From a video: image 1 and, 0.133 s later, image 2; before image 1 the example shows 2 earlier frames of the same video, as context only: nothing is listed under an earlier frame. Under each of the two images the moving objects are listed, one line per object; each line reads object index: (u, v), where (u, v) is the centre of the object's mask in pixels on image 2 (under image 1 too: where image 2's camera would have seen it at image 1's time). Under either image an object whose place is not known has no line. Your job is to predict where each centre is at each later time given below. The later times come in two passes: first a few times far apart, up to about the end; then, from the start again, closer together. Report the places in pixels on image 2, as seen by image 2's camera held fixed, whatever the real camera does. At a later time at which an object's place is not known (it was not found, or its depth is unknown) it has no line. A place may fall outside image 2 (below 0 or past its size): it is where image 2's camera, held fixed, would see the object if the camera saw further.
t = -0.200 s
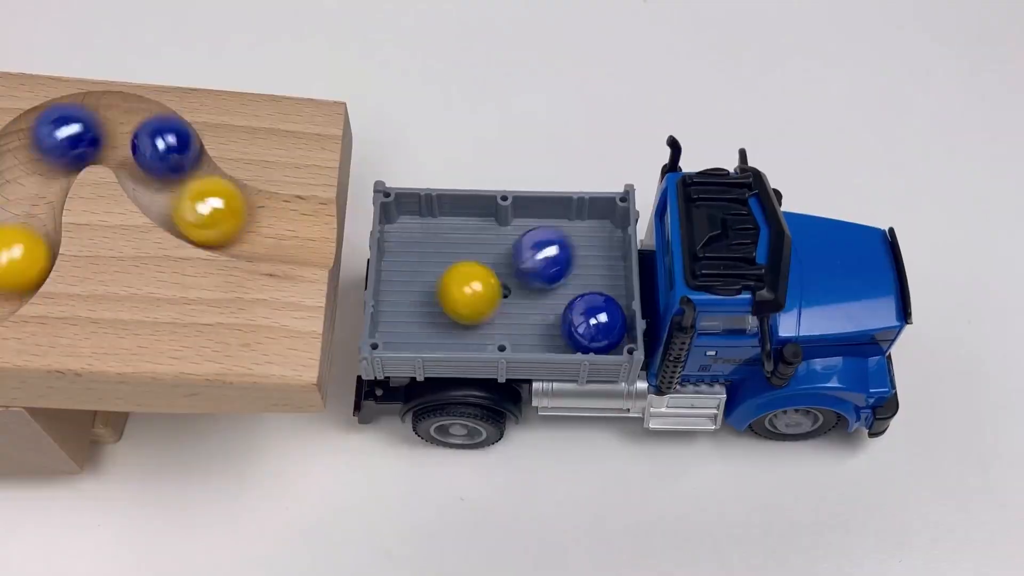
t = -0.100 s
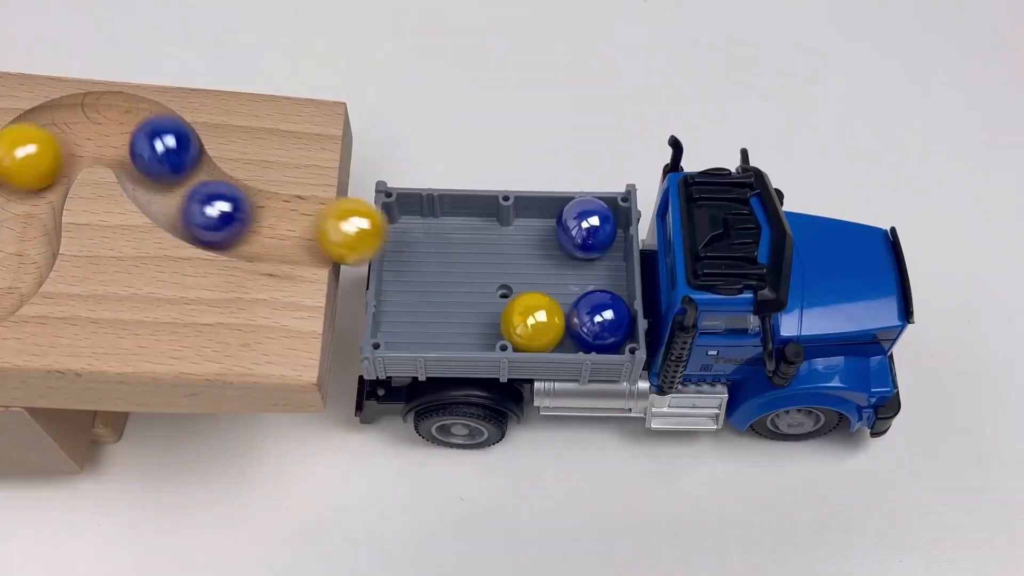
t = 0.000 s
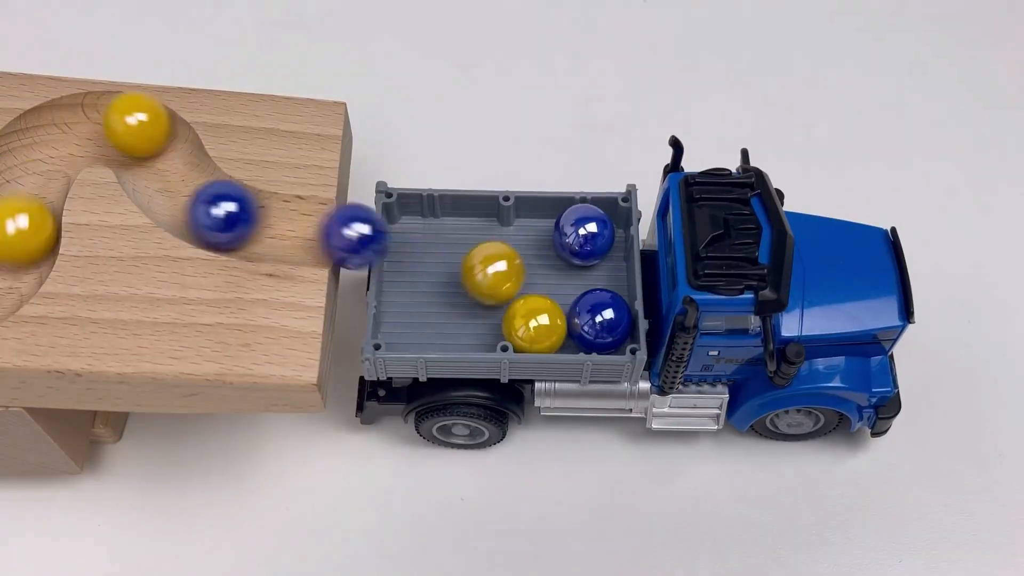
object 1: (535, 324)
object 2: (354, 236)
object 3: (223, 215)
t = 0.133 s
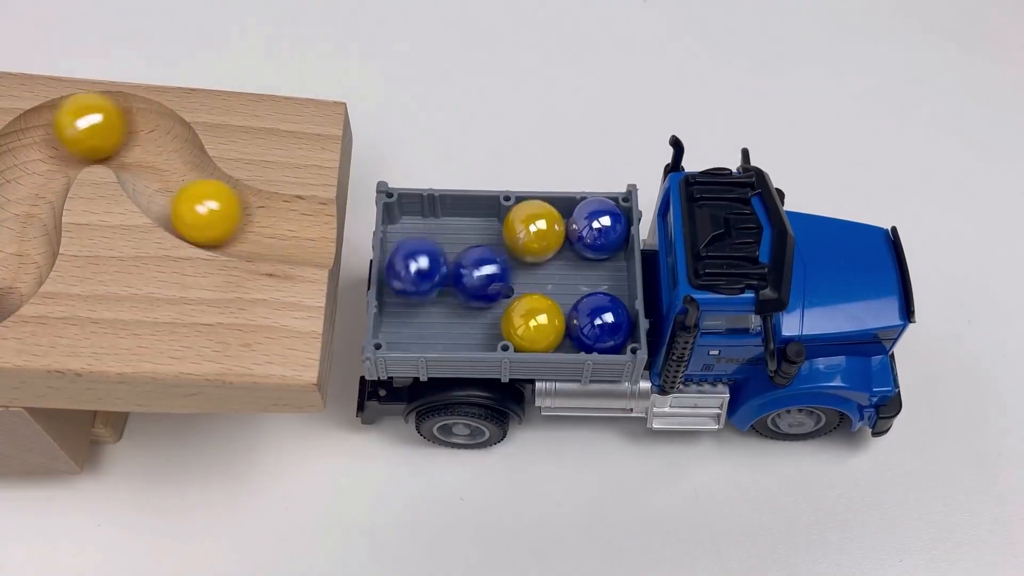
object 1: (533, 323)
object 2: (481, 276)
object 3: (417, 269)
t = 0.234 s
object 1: (532, 323)
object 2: (505, 273)
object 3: (423, 297)
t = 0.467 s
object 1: (536, 324)
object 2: (506, 275)
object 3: (469, 319)
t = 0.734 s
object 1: (537, 324)
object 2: (506, 275)
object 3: (471, 323)
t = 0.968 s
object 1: (538, 323)
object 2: (507, 275)
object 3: (472, 324)
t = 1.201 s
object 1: (539, 325)
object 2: (513, 275)
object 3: (473, 324)
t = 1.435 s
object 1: (540, 325)
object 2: (514, 274)
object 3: (475, 324)
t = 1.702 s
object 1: (540, 325)
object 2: (514, 275)
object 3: (475, 324)
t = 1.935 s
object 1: (540, 325)
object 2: (514, 275)
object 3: (475, 324)
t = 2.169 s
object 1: (540, 325)
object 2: (514, 275)
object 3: (475, 324)
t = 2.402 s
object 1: (541, 325)
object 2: (515, 275)
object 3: (475, 324)
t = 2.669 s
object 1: (540, 325)
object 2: (515, 275)
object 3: (475, 324)
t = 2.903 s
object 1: (540, 325)
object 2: (515, 275)
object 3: (475, 323)
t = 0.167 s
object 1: (534, 323)
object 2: (504, 272)
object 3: (411, 286)
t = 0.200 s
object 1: (531, 322)
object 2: (500, 273)
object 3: (417, 291)
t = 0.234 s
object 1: (532, 323)
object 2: (505, 273)
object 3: (423, 297)
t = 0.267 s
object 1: (533, 323)
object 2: (505, 274)
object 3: (430, 303)
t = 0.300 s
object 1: (535, 324)
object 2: (504, 276)
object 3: (460, 323)
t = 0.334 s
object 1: (535, 324)
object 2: (505, 275)
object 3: (466, 318)
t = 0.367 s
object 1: (534, 324)
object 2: (505, 275)
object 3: (462, 316)
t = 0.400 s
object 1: (535, 324)
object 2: (505, 275)
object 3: (462, 316)
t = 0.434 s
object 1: (536, 324)
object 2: (506, 275)
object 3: (463, 316)
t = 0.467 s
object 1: (536, 324)
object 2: (506, 275)
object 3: (469, 319)
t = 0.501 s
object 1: (535, 323)
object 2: (504, 274)
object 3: (462, 318)
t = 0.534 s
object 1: (535, 323)
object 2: (505, 273)
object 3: (458, 317)
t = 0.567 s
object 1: (535, 322)
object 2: (505, 273)
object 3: (455, 317)
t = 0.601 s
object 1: (536, 322)
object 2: (505, 273)
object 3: (452, 318)
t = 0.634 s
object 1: (536, 322)
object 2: (505, 274)
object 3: (451, 321)
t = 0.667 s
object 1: (536, 322)
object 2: (505, 274)
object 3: (451, 322)
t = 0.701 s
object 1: (537, 323)
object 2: (506, 274)
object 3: (472, 322)
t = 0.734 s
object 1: (537, 324)
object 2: (506, 275)
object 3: (471, 323)
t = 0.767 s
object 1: (536, 324)
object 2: (505, 275)
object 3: (470, 323)
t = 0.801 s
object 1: (538, 323)
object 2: (505, 275)
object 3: (472, 323)
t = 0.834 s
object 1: (538, 323)
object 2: (507, 275)
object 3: (472, 323)
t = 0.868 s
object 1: (538, 325)
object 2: (510, 275)
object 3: (472, 323)
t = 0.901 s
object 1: (538, 325)
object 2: (512, 275)
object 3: (472, 324)
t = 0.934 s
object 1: (538, 324)
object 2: (508, 275)
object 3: (472, 322)
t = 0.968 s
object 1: (538, 323)
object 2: (507, 275)
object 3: (472, 324)
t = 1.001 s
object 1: (539, 324)
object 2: (510, 274)
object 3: (473, 324)
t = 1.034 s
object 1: (539, 325)
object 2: (512, 275)
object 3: (473, 324)
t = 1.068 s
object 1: (539, 325)
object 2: (512, 275)
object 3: (473, 324)
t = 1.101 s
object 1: (539, 325)
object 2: (513, 275)
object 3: (473, 324)
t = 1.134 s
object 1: (539, 325)
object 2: (513, 275)
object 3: (473, 324)
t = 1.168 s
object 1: (539, 325)
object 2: (513, 275)
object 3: (473, 324)
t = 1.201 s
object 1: (539, 325)
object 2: (513, 275)
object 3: (473, 324)
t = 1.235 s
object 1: (539, 325)
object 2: (513, 275)
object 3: (473, 324)
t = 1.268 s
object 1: (539, 325)
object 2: (513, 275)
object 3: (474, 324)
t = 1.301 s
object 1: (539, 325)
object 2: (513, 274)
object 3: (474, 324)
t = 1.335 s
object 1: (539, 325)
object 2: (513, 275)
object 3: (474, 324)
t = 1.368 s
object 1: (540, 325)
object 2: (514, 275)
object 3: (474, 324)
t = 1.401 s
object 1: (540, 325)
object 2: (514, 274)
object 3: (474, 324)
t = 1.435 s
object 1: (540, 325)
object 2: (514, 274)
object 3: (475, 324)
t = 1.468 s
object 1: (540, 325)
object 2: (514, 274)
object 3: (475, 324)
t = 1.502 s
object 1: (540, 325)
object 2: (514, 274)
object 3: (475, 324)
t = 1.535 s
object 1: (540, 325)
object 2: (514, 274)
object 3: (475, 324)
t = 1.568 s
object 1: (540, 325)
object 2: (514, 274)
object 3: (475, 324)
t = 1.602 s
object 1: (540, 325)
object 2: (514, 275)
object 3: (475, 324)
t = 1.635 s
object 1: (540, 325)
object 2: (514, 275)
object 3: (475, 324)
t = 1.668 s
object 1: (540, 325)
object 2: (514, 275)
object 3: (475, 324)
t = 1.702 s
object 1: (540, 325)
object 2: (514, 275)
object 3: (475, 324)
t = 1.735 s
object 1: (540, 325)
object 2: (514, 275)
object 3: (475, 324)
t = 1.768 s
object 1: (540, 325)
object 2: (514, 275)
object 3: (475, 324)
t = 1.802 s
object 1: (540, 325)
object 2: (514, 275)
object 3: (475, 324)
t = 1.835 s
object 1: (540, 325)
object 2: (514, 275)
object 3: (475, 324)
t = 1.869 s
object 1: (540, 325)
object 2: (514, 274)
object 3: (475, 324)
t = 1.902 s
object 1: (540, 325)
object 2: (514, 275)
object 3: (475, 324)
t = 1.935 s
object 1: (540, 325)
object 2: (514, 275)
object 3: (475, 324)
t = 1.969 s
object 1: (540, 325)
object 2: (514, 275)
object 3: (475, 324)
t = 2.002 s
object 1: (540, 325)
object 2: (514, 275)
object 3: (475, 324)
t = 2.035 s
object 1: (540, 325)
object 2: (514, 275)
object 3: (475, 324)
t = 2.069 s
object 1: (540, 325)
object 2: (515, 275)
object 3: (475, 324)
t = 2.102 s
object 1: (540, 325)
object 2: (514, 275)
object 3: (475, 324)
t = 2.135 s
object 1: (540, 325)
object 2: (514, 275)
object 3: (475, 324)
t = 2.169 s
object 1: (540, 325)
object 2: (514, 275)
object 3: (475, 324)
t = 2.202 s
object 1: (541, 325)
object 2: (515, 275)
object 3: (475, 324)
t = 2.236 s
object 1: (540, 325)
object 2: (515, 275)
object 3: (475, 324)
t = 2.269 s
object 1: (540, 325)
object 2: (515, 275)
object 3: (475, 324)
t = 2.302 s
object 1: (540, 325)
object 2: (515, 275)
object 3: (475, 324)
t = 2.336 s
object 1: (540, 325)
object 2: (515, 275)
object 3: (475, 324)
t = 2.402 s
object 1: (541, 325)
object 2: (515, 275)
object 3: (475, 324)
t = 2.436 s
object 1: (540, 325)
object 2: (515, 275)
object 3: (475, 324)
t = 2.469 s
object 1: (540, 325)
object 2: (515, 275)
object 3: (475, 324)
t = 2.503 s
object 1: (540, 325)
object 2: (515, 275)
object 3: (475, 324)
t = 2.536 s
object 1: (540, 325)
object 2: (515, 275)
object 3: (475, 324)
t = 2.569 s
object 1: (540, 325)
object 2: (515, 275)
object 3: (475, 324)
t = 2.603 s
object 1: (540, 325)
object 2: (515, 275)
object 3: (475, 324)
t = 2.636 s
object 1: (540, 325)
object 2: (515, 275)
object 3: (475, 324)
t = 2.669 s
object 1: (540, 325)
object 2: (515, 275)
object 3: (475, 324)
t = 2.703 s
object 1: (540, 325)
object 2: (515, 275)
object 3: (475, 324)
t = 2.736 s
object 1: (540, 325)
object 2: (515, 275)
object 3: (475, 324)
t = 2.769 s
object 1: (540, 325)
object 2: (515, 275)
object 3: (475, 324)
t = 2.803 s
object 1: (540, 325)
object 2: (515, 275)
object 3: (475, 324)
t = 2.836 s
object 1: (540, 325)
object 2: (515, 275)
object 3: (475, 324)
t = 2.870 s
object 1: (540, 325)
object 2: (515, 275)
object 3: (475, 324)
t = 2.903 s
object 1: (540, 325)
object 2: (515, 275)
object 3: (475, 323)
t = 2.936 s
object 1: (540, 325)
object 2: (515, 275)
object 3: (475, 324)
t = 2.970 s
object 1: (540, 325)
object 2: (515, 275)
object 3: (475, 324)
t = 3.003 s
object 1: (540, 325)
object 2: (515, 275)
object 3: (475, 324)
